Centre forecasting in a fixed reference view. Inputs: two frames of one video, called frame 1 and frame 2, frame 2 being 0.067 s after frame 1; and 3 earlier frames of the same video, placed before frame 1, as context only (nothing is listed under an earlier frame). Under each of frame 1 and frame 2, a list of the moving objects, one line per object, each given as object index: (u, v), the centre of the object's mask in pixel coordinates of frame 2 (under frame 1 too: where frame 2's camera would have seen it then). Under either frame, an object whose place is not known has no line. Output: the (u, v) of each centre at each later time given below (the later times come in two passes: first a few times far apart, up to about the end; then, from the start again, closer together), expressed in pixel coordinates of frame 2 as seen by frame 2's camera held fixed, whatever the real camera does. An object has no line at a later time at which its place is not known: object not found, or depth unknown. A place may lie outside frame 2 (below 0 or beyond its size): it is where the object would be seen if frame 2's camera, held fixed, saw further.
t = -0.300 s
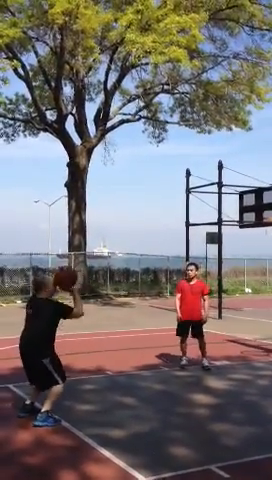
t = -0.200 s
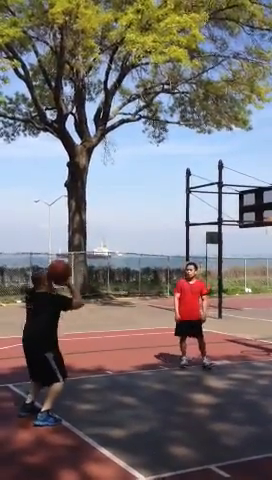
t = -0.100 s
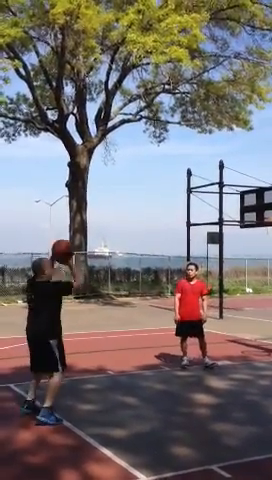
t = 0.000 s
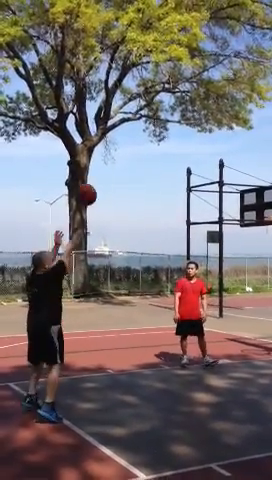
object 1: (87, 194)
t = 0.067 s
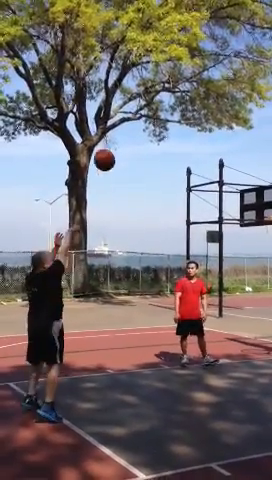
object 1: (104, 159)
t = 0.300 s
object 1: (165, 76)
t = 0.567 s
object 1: (225, 41)
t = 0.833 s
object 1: (281, 64)
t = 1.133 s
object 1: (334, 144)
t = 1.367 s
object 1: (346, 103)
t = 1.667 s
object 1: (356, 81)
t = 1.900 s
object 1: (363, 106)
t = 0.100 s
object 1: (113, 144)
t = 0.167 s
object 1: (131, 118)
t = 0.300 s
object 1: (165, 76)
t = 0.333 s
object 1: (172, 70)
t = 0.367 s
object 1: (182, 63)
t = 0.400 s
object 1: (188, 56)
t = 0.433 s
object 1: (197, 53)
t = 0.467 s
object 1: (203, 48)
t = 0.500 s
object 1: (211, 45)
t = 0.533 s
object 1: (218, 43)
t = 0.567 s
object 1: (225, 41)
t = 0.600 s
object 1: (233, 41)
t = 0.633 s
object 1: (240, 42)
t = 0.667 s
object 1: (246, 43)
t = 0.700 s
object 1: (254, 46)
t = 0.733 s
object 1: (260, 49)
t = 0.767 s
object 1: (267, 53)
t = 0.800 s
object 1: (274, 59)
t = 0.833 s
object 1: (281, 64)
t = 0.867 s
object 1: (288, 70)
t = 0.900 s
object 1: (293, 77)
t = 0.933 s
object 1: (300, 86)
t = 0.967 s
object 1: (307, 95)
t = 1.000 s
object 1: (313, 104)
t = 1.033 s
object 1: (318, 113)
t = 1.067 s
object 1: (324, 123)
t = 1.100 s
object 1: (329, 134)
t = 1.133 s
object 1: (334, 144)
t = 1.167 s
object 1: (339, 152)
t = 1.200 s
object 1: (339, 142)
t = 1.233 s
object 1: (342, 133)
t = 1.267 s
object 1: (343, 124)
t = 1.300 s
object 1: (344, 116)
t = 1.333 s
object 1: (345, 109)
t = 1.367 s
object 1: (346, 103)
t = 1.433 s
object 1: (349, 92)
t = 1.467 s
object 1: (350, 88)
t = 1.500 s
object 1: (351, 85)
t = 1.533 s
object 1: (351, 82)
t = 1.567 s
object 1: (352, 81)
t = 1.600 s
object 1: (353, 80)
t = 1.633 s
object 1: (354, 80)
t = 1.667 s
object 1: (356, 81)
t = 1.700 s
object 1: (356, 82)
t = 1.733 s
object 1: (357, 84)
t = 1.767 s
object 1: (358, 87)
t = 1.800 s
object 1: (359, 91)
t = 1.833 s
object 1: (361, 95)
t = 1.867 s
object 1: (362, 100)
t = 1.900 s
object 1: (363, 106)
